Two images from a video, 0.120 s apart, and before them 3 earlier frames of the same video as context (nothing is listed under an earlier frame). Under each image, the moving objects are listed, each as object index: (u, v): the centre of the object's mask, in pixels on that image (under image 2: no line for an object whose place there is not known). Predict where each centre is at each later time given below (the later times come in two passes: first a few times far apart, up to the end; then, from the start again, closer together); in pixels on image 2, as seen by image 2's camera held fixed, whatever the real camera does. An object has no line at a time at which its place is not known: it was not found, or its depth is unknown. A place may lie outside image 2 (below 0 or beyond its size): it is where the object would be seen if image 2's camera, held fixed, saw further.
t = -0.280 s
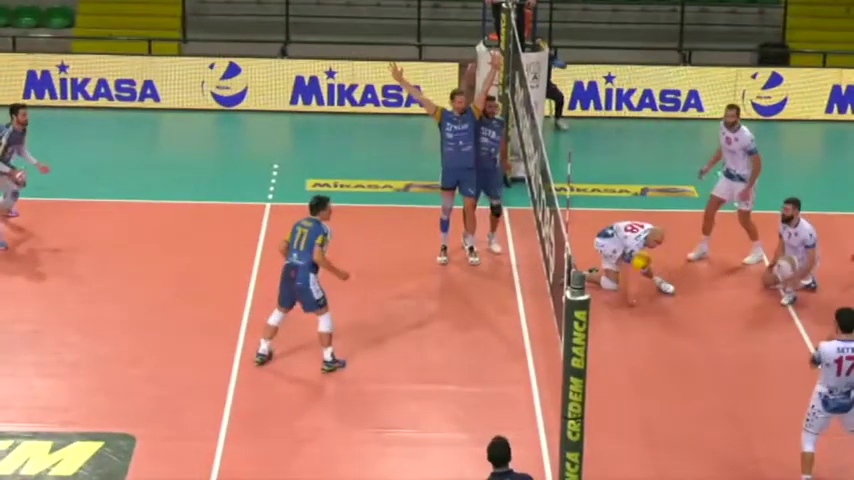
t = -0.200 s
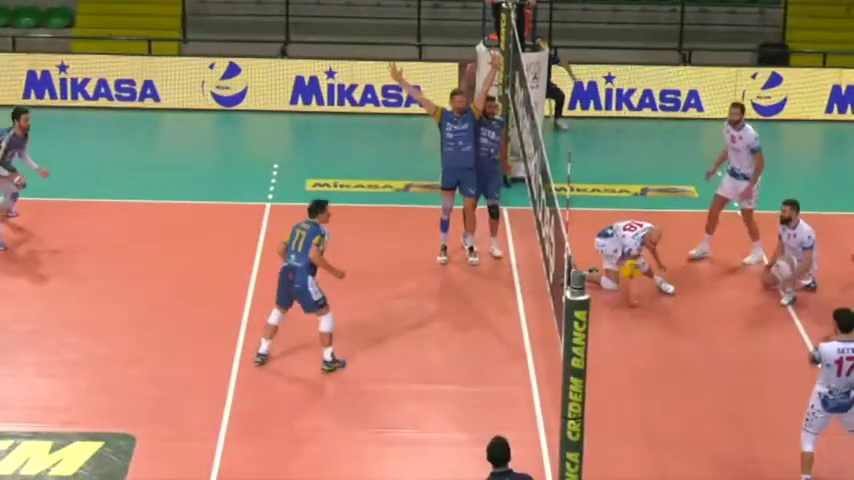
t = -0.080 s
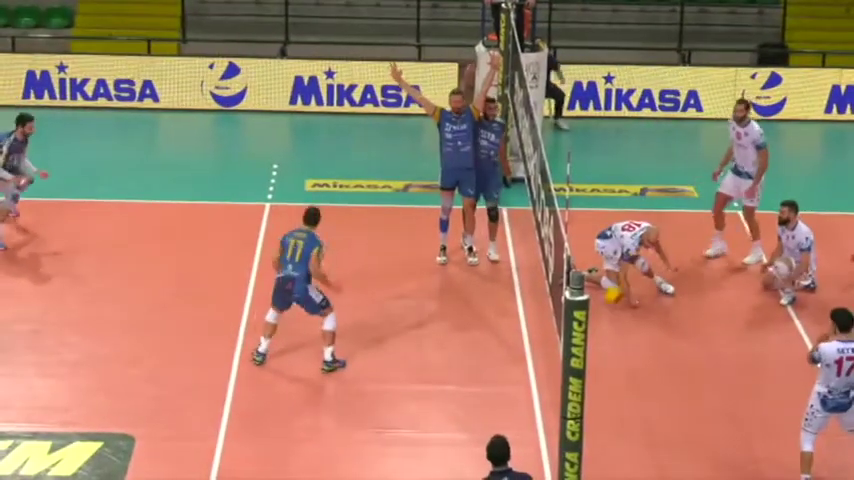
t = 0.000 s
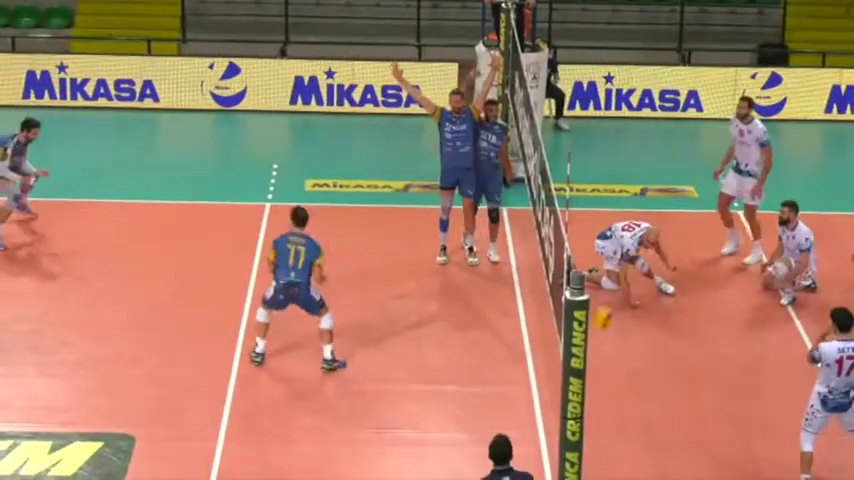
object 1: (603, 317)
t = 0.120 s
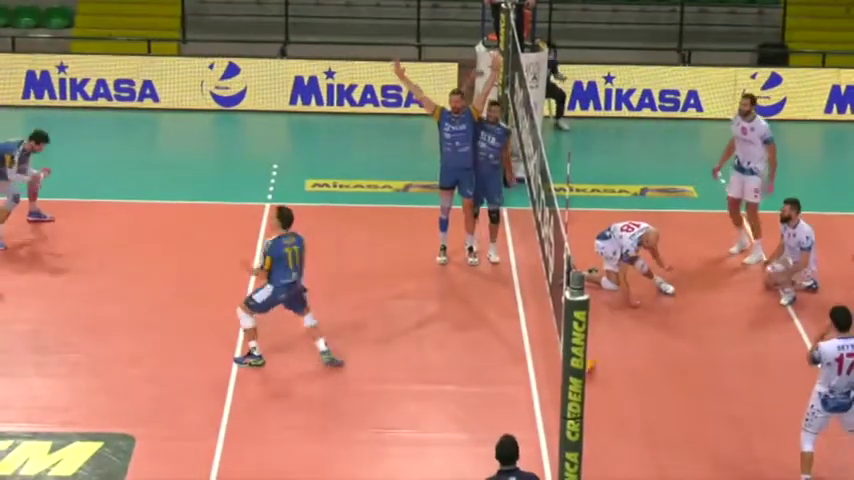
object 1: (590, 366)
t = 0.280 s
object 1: (553, 346)
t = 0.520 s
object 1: (499, 355)
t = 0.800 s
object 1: (433, 409)
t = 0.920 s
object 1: (405, 399)
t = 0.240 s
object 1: (557, 352)
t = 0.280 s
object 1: (553, 346)
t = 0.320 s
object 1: (544, 345)
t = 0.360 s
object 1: (535, 342)
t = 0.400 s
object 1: (528, 344)
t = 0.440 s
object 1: (518, 345)
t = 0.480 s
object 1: (510, 347)
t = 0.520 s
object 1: (499, 355)
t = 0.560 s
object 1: (489, 359)
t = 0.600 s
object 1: (481, 368)
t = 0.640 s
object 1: (471, 378)
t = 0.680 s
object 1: (462, 389)
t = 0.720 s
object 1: (452, 402)
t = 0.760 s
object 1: (441, 414)
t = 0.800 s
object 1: (433, 409)
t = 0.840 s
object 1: (423, 404)
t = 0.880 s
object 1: (413, 401)
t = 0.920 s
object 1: (405, 399)
